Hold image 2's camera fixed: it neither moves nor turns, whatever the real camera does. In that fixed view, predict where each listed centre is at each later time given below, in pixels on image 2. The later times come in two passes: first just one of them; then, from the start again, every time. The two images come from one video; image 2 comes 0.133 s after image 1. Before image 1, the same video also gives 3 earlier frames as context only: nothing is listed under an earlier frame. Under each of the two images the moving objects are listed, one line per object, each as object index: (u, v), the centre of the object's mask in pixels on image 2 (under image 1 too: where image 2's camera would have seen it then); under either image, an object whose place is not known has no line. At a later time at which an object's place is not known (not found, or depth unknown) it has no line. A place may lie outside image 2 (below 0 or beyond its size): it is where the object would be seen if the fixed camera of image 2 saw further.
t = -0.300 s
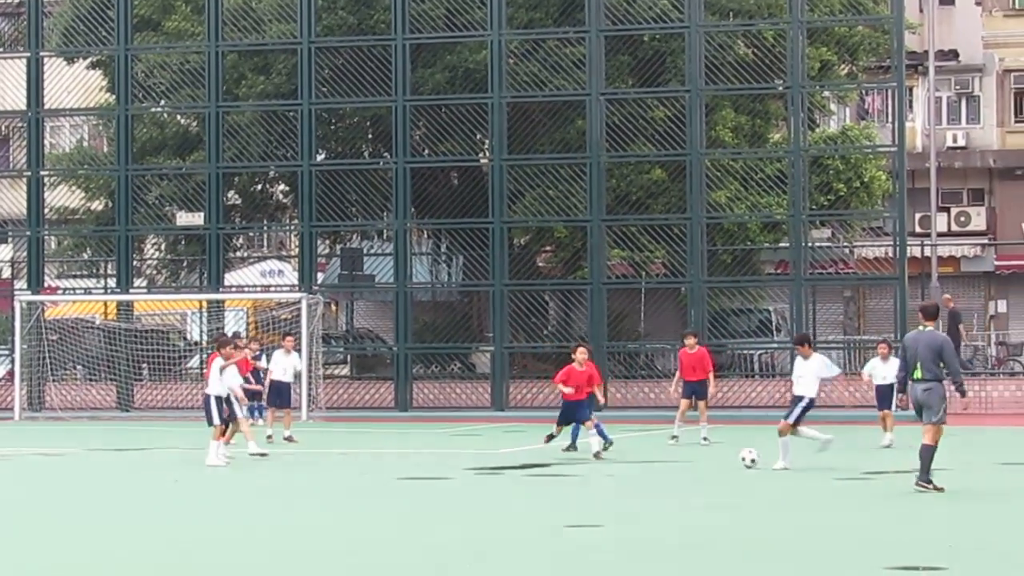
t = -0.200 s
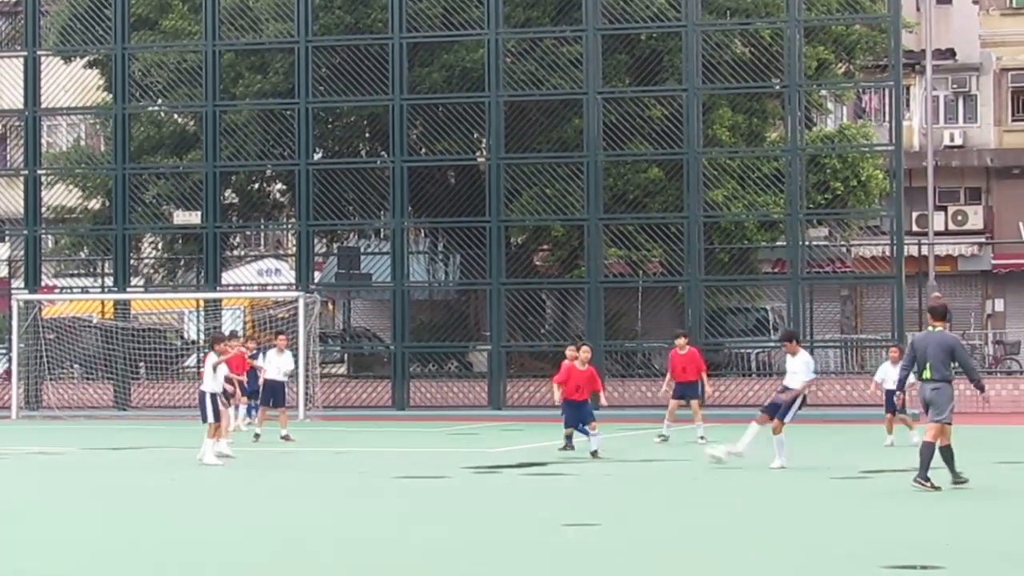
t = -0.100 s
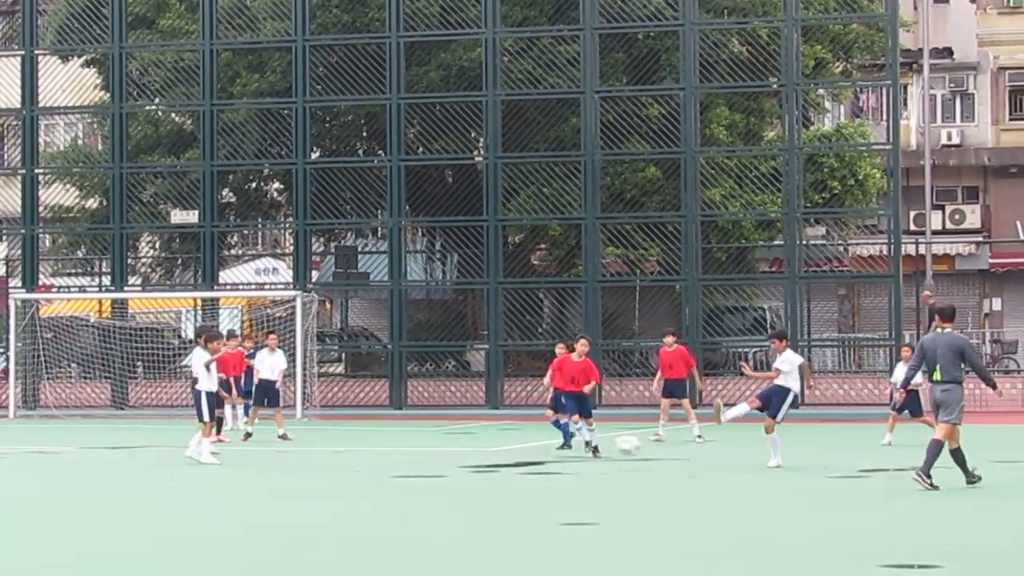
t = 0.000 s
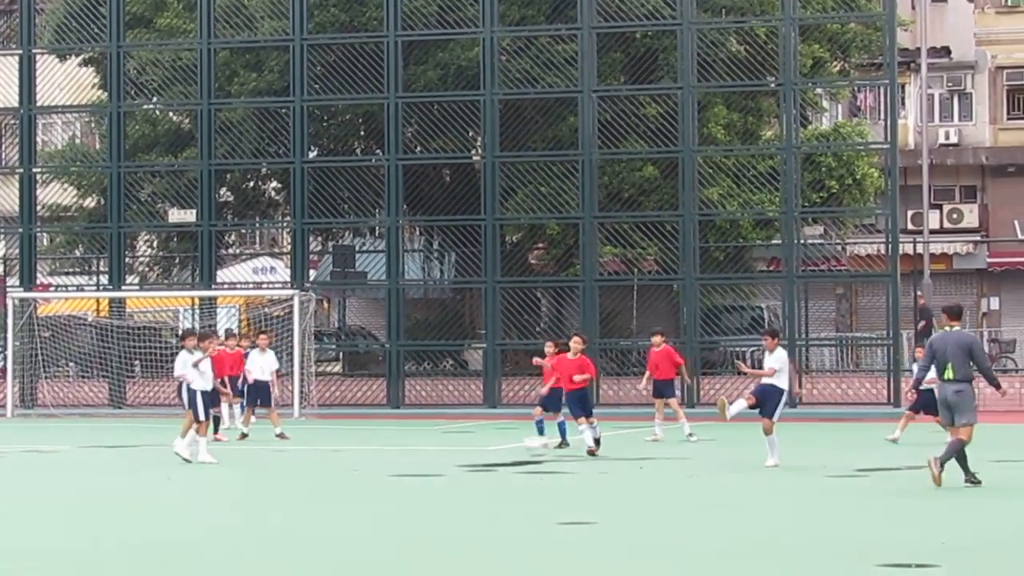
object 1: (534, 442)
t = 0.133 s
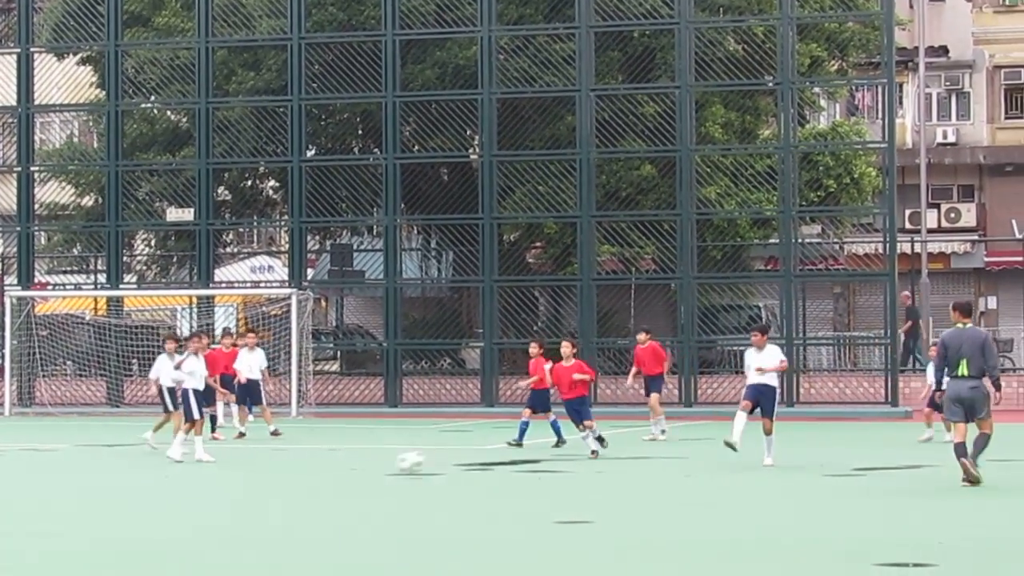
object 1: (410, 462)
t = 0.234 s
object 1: (334, 462)
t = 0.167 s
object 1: (380, 467)
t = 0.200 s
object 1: (357, 465)
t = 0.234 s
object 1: (334, 462)
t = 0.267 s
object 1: (310, 460)
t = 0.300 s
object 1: (285, 459)
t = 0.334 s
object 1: (263, 460)
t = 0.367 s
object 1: (239, 463)
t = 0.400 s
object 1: (214, 467)
